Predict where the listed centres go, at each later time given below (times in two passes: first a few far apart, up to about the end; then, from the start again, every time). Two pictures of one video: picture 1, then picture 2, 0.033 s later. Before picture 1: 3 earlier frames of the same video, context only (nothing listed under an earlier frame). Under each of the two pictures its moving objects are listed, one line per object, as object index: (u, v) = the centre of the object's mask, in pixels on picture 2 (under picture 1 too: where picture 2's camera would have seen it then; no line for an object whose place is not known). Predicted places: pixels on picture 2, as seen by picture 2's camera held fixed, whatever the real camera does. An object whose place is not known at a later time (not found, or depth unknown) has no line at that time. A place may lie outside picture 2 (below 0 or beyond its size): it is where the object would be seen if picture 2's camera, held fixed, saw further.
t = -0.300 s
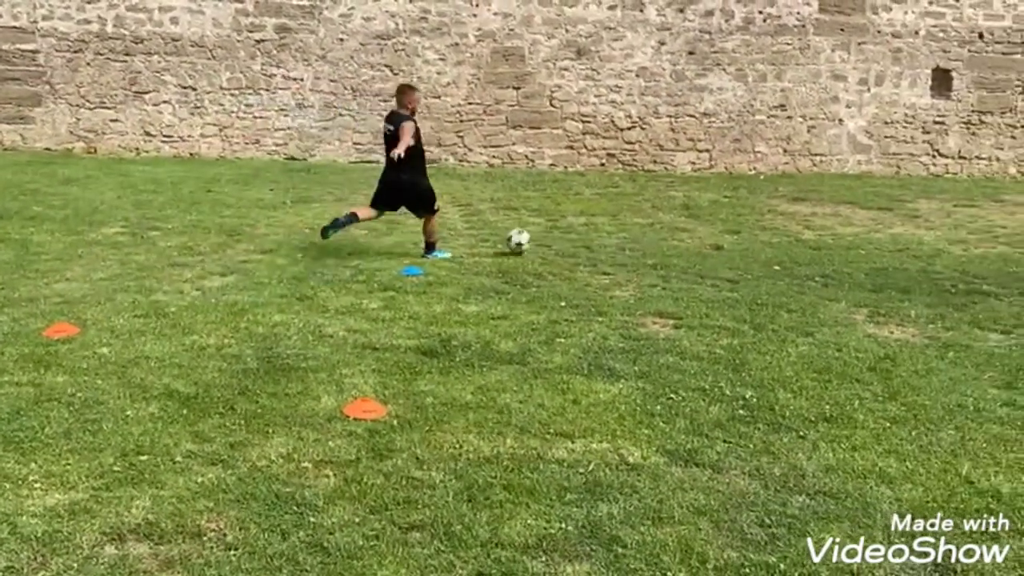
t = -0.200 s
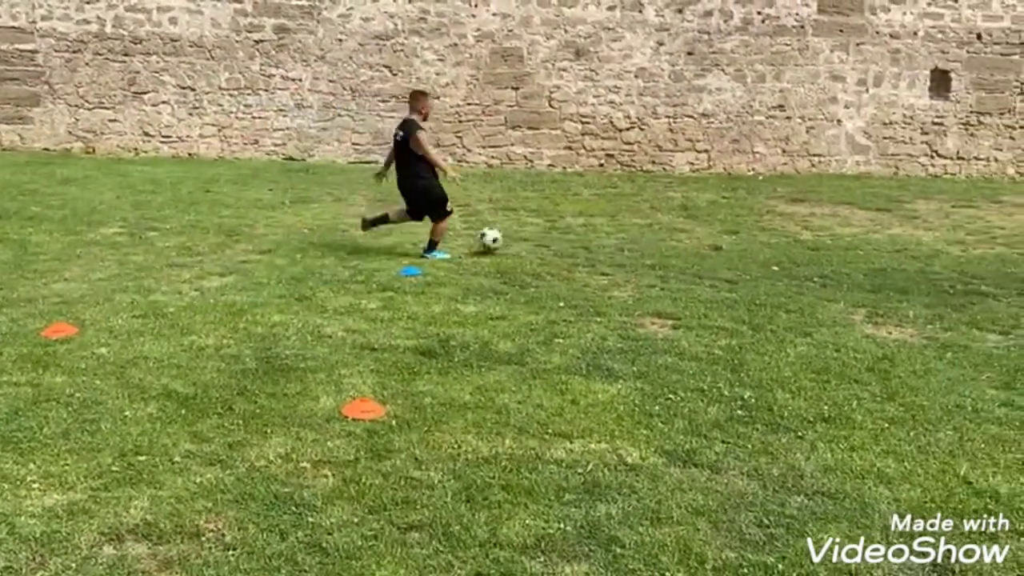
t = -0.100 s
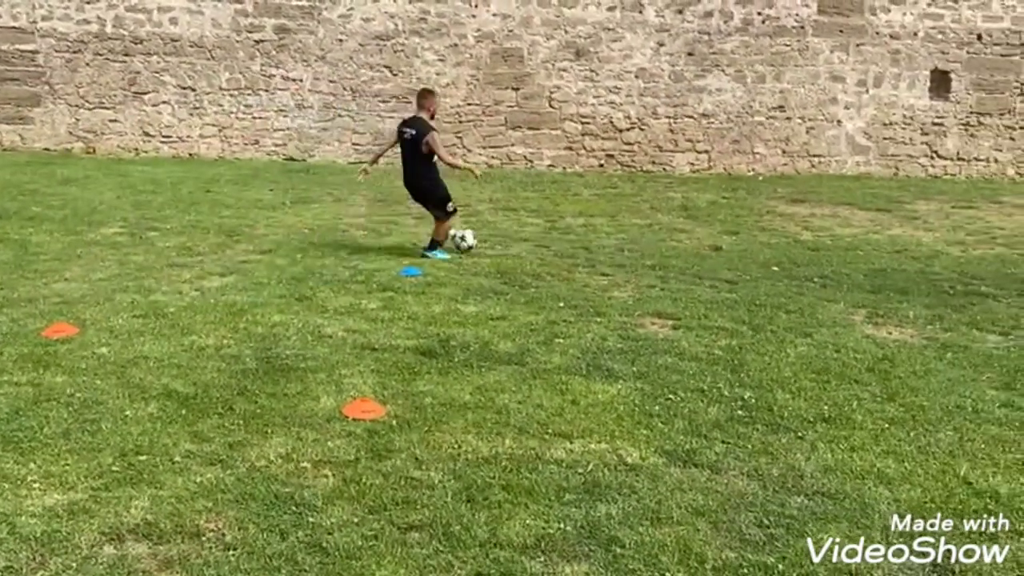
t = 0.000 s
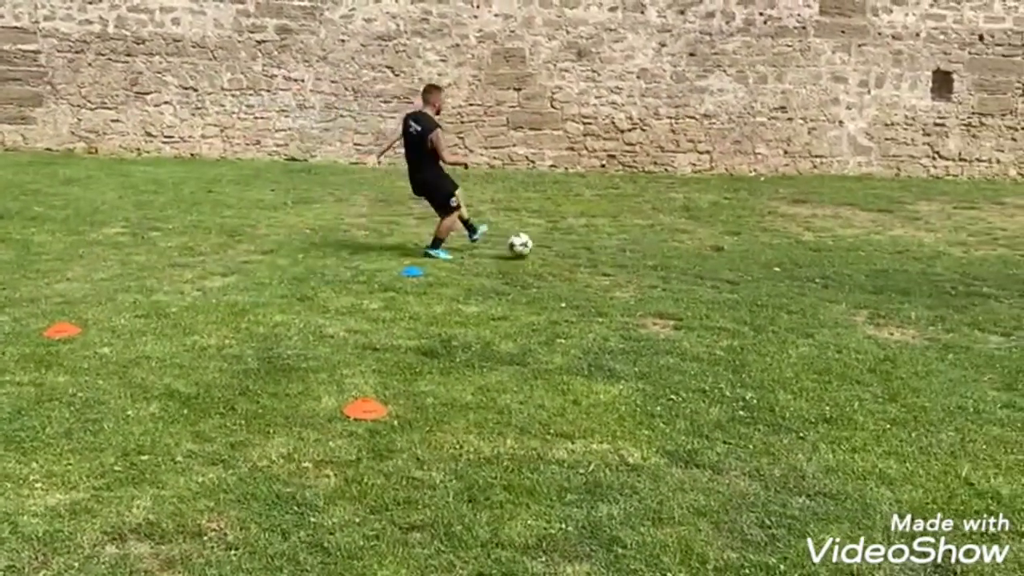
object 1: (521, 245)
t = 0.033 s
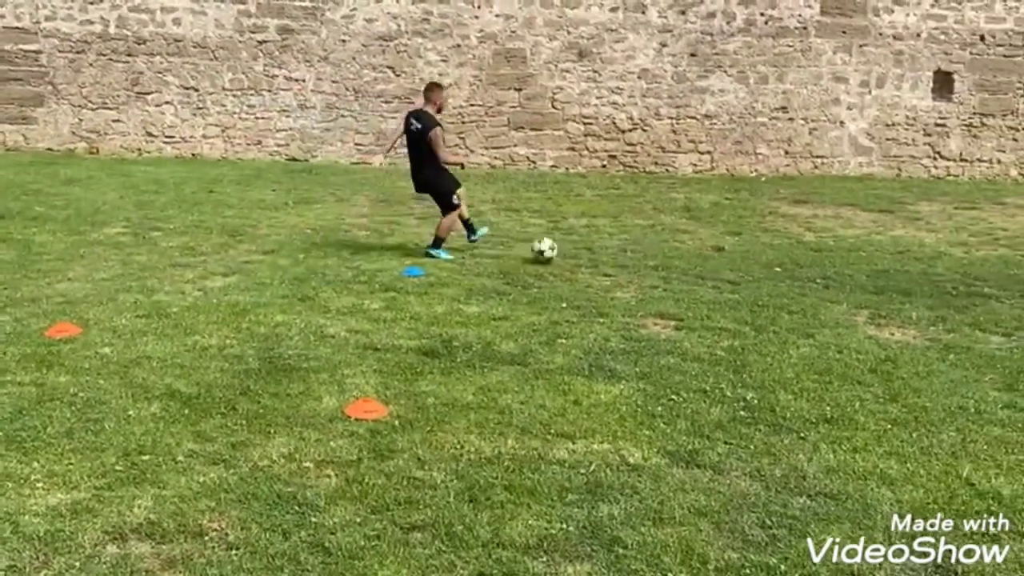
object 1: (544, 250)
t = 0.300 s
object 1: (722, 271)
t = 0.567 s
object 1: (911, 307)
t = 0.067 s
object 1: (568, 256)
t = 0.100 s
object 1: (591, 261)
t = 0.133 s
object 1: (615, 265)
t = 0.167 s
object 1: (636, 265)
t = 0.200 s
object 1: (657, 265)
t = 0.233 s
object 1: (679, 265)
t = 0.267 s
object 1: (701, 267)
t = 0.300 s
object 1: (722, 271)
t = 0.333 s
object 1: (747, 276)
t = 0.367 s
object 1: (770, 284)
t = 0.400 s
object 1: (794, 293)
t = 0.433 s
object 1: (818, 299)
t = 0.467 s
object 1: (840, 299)
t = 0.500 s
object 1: (864, 301)
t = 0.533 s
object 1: (887, 303)
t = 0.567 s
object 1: (911, 307)
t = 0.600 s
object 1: (935, 314)
